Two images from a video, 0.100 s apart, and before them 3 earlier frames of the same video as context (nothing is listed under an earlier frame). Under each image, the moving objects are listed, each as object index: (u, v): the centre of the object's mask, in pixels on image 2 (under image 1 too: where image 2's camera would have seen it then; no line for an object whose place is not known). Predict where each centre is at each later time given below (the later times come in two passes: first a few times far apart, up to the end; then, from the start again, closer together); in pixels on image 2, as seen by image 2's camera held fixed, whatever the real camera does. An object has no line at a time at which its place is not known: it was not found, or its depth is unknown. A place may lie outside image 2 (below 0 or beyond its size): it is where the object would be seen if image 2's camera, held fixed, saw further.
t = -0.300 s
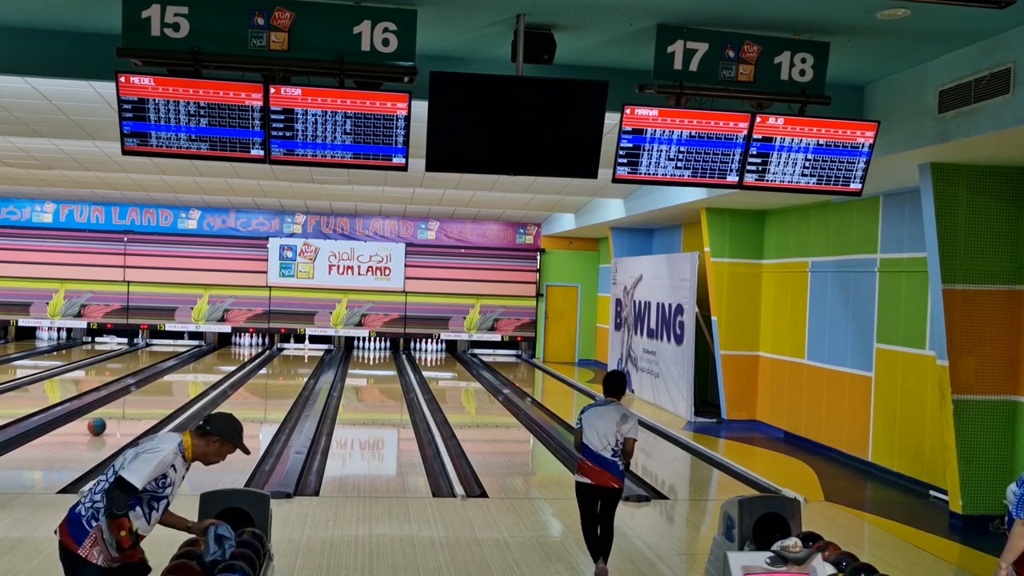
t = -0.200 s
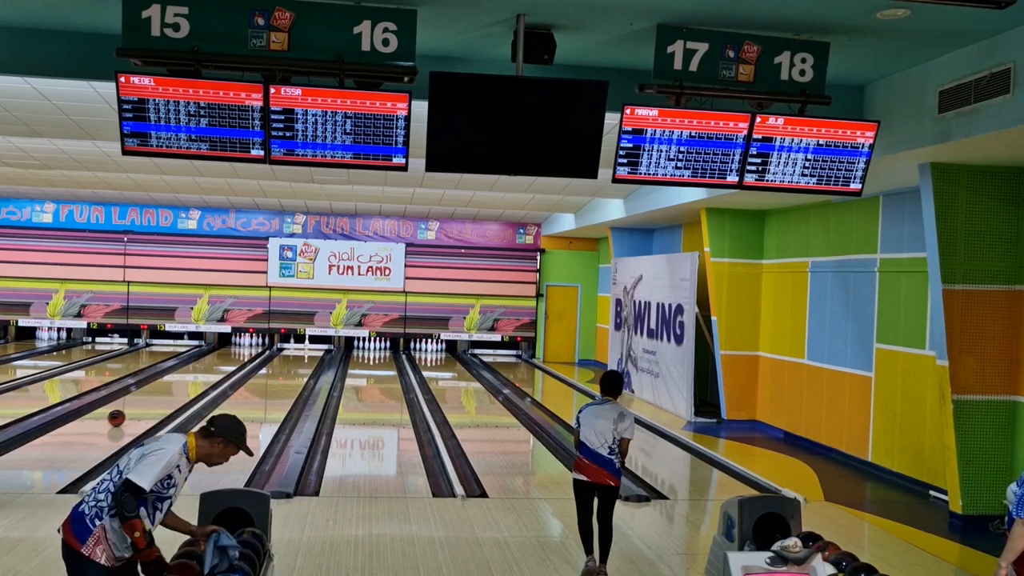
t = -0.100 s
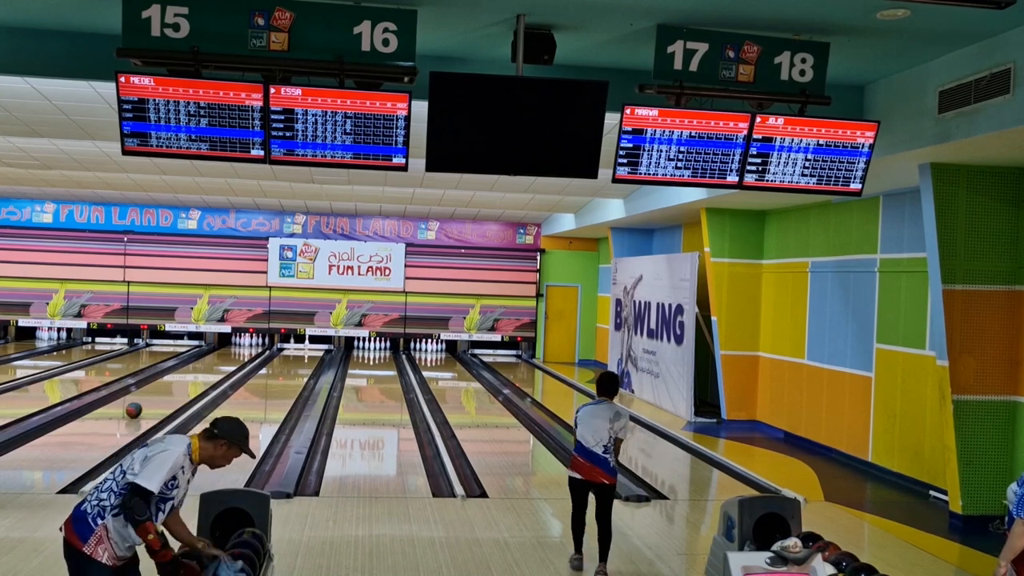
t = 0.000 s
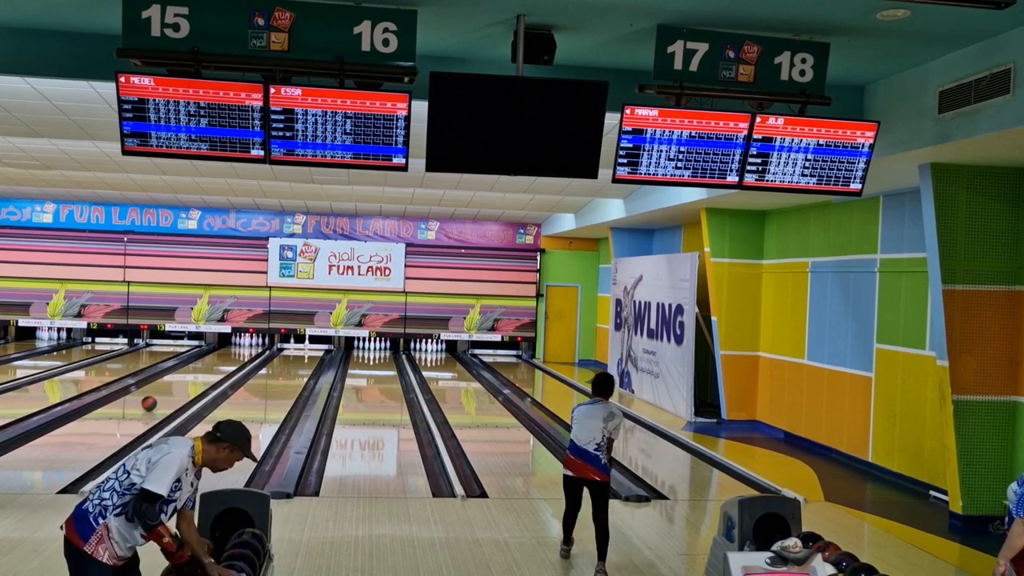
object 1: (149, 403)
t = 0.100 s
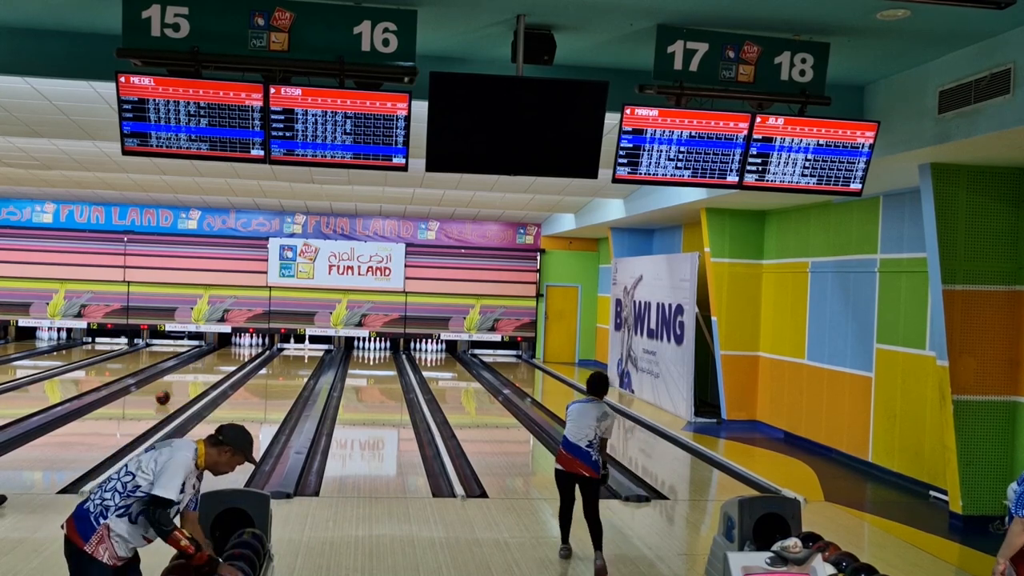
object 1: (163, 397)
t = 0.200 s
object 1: (175, 392)
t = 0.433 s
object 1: (199, 381)
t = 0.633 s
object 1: (215, 373)
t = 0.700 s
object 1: (220, 371)
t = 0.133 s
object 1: (167, 395)
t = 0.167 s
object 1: (171, 394)
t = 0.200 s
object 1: (175, 392)
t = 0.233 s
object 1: (179, 390)
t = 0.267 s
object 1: (182, 388)
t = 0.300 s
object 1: (186, 387)
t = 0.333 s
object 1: (189, 385)
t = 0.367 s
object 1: (192, 384)
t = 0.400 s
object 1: (196, 382)
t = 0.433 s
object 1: (199, 381)
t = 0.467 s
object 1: (202, 379)
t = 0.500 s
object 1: (205, 378)
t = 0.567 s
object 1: (210, 375)
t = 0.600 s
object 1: (213, 374)
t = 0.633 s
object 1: (215, 373)
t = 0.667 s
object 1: (218, 372)
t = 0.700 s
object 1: (220, 371)
